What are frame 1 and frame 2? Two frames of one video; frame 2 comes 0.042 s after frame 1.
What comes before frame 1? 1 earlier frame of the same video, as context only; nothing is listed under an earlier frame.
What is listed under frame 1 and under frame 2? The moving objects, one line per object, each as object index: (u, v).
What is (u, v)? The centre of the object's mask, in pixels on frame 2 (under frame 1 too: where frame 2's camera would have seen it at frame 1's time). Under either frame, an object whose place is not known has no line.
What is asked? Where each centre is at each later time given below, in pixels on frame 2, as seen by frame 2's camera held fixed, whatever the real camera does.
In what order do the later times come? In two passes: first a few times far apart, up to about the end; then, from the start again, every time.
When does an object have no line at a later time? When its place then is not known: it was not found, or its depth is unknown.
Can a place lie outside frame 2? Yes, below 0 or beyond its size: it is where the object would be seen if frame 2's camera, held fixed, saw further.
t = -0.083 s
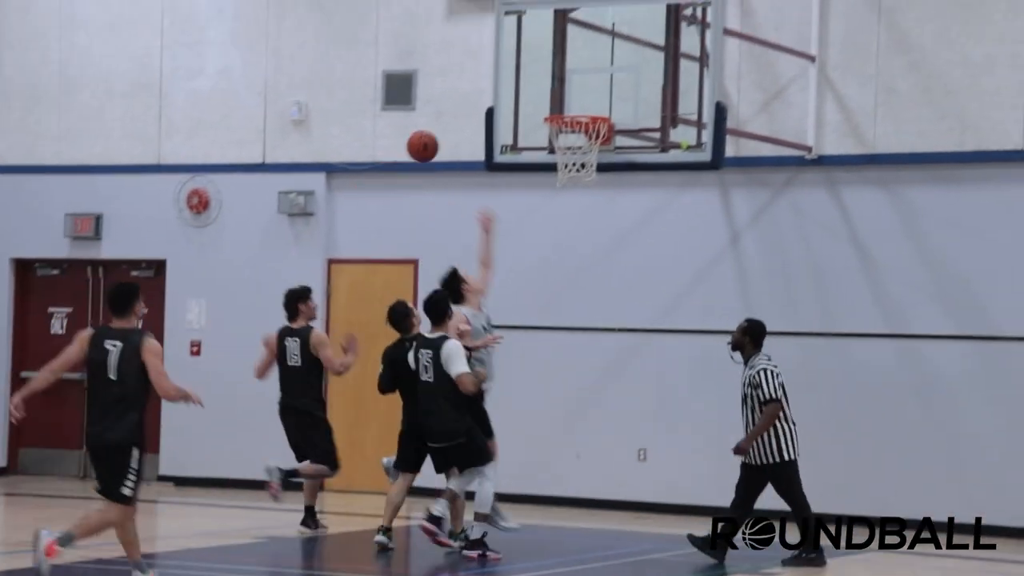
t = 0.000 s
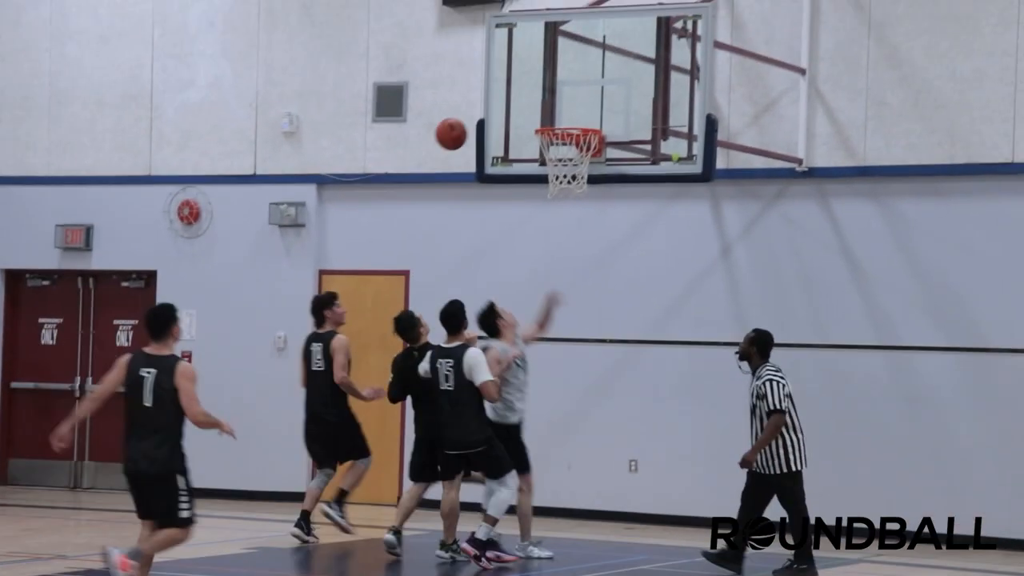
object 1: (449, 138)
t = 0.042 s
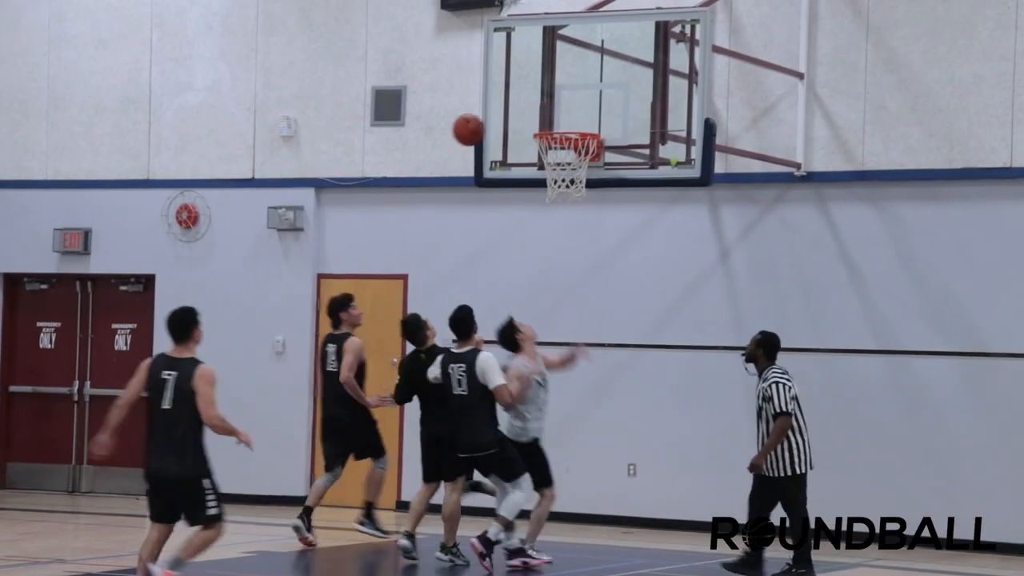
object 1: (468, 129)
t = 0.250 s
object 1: (547, 118)
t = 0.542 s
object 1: (541, 108)
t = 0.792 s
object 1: (541, 110)
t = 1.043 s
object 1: (552, 116)
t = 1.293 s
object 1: (569, 118)
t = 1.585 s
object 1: (578, 165)
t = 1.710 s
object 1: (575, 202)
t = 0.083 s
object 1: (486, 124)
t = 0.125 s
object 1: (505, 119)
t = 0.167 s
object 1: (523, 118)
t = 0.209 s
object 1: (541, 118)
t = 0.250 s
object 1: (547, 118)
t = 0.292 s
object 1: (550, 119)
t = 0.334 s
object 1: (549, 114)
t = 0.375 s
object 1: (547, 108)
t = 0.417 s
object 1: (546, 105)
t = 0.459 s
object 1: (544, 104)
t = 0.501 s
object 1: (543, 105)
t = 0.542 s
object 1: (541, 108)
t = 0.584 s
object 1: (539, 113)
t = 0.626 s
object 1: (538, 118)
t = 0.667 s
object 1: (539, 112)
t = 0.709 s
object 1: (540, 110)
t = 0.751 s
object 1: (540, 109)
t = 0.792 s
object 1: (541, 110)
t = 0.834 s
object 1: (542, 114)
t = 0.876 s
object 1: (543, 116)
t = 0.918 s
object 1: (545, 115)
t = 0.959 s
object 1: (547, 115)
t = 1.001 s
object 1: (549, 116)
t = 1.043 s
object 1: (552, 116)
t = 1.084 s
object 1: (555, 116)
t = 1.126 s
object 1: (558, 116)
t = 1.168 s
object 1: (561, 117)
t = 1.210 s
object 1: (564, 117)
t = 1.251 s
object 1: (567, 117)
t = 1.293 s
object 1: (569, 118)
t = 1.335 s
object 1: (572, 119)
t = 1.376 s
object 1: (573, 121)
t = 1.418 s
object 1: (575, 123)
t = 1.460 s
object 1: (577, 126)
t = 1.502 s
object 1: (577, 147)
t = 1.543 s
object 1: (581, 152)
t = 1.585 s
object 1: (578, 165)
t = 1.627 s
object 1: (579, 176)
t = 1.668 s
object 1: (577, 195)
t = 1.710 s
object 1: (575, 202)
